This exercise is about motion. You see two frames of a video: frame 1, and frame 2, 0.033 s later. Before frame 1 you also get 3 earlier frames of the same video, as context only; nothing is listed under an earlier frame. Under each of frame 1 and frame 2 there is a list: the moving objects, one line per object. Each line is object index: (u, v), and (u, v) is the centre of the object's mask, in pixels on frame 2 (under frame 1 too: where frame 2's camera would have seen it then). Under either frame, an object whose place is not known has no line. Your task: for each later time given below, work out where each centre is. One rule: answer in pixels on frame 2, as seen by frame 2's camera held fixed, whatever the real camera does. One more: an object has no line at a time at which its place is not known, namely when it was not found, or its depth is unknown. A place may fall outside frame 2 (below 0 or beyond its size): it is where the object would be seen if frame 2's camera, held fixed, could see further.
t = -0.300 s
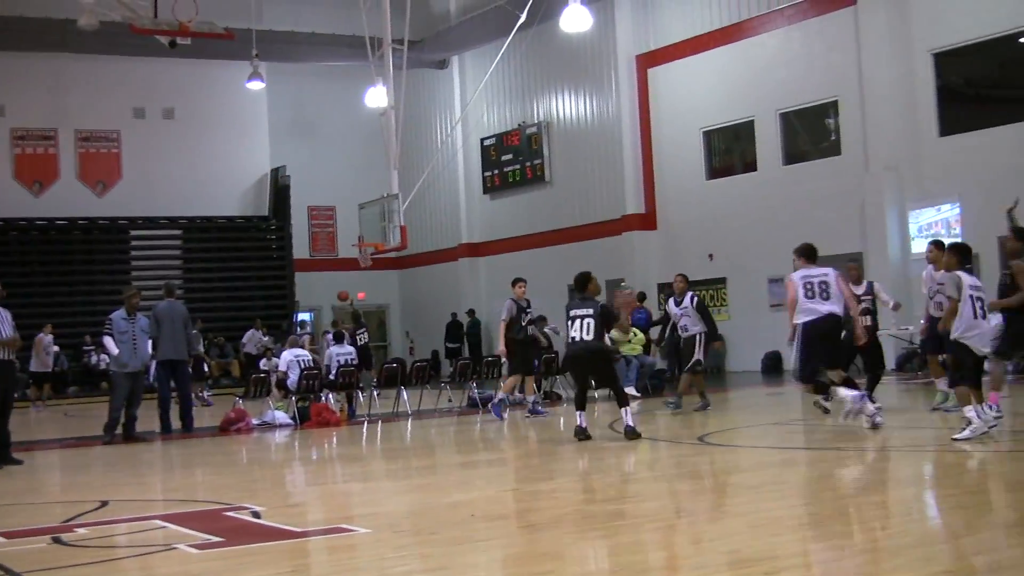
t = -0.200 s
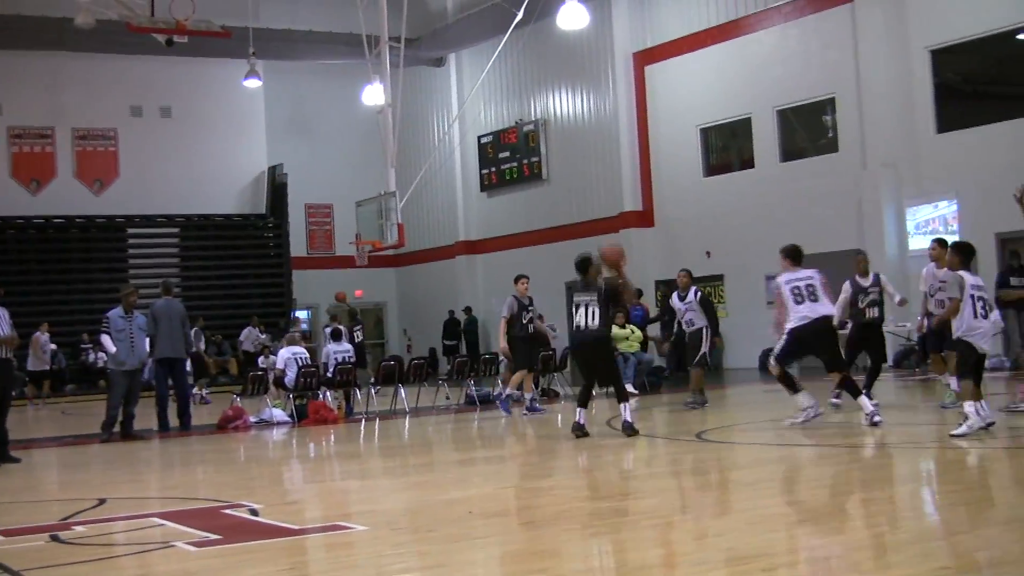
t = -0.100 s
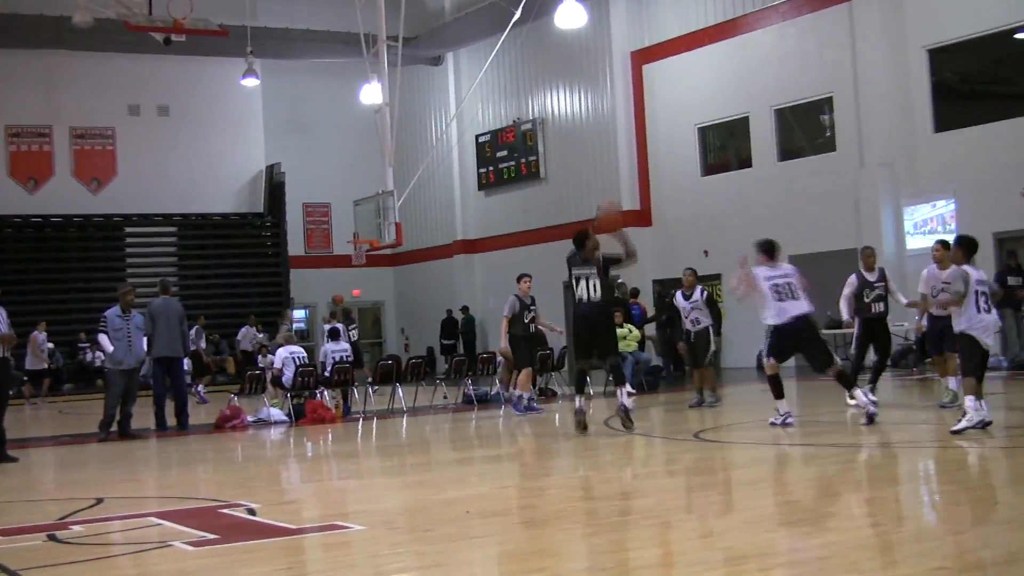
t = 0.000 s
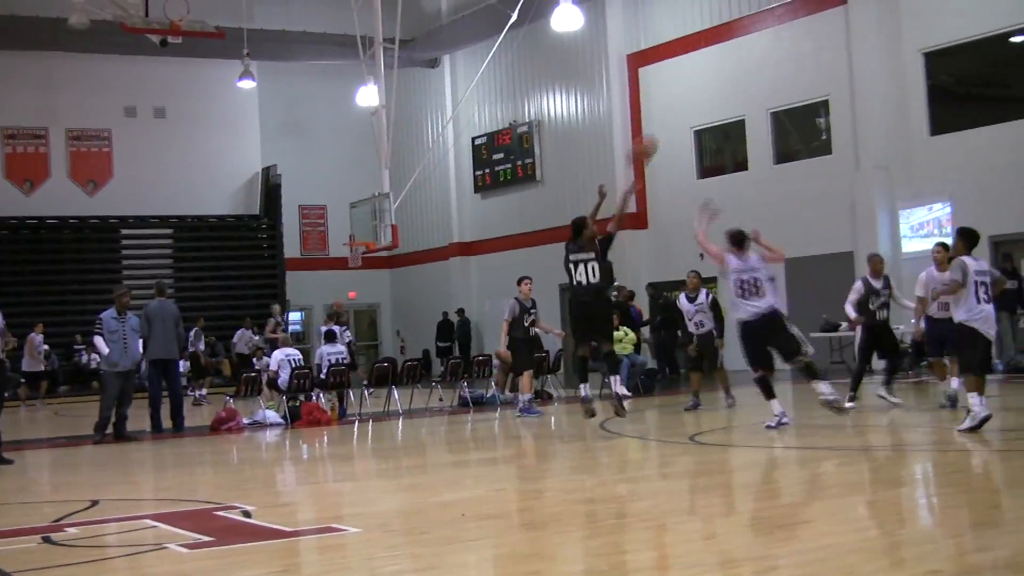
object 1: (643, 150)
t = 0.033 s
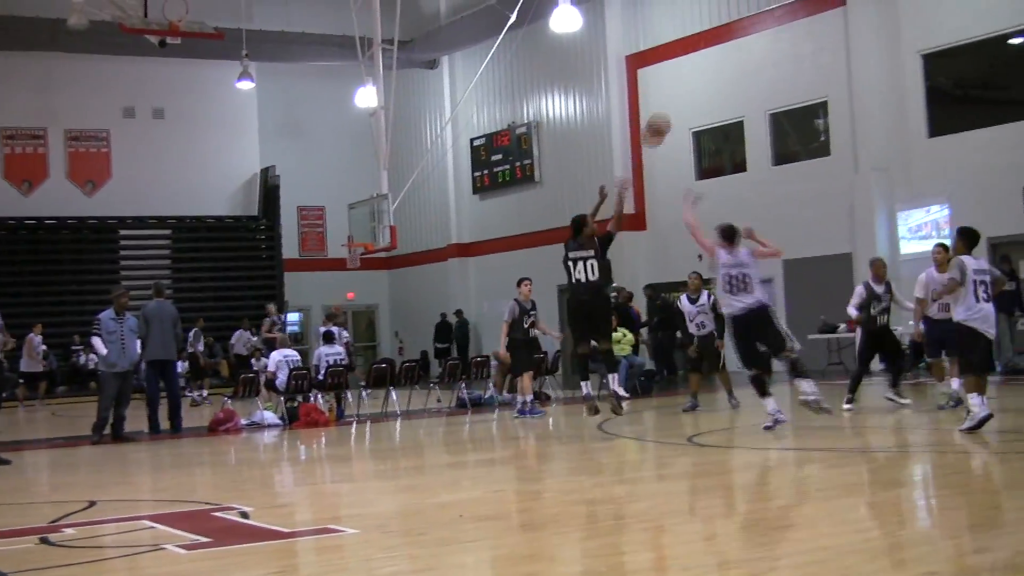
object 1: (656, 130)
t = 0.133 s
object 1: (695, 72)
